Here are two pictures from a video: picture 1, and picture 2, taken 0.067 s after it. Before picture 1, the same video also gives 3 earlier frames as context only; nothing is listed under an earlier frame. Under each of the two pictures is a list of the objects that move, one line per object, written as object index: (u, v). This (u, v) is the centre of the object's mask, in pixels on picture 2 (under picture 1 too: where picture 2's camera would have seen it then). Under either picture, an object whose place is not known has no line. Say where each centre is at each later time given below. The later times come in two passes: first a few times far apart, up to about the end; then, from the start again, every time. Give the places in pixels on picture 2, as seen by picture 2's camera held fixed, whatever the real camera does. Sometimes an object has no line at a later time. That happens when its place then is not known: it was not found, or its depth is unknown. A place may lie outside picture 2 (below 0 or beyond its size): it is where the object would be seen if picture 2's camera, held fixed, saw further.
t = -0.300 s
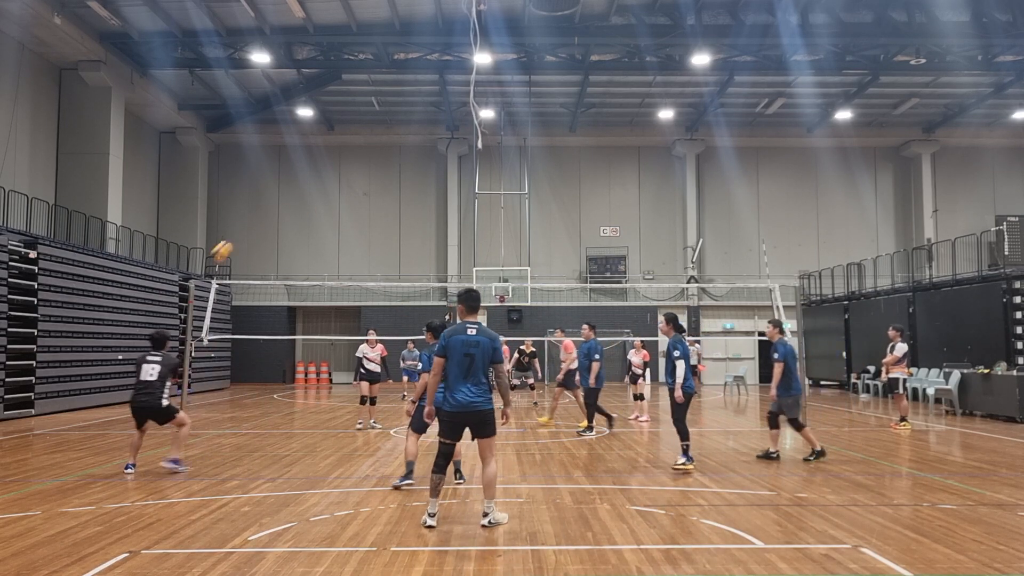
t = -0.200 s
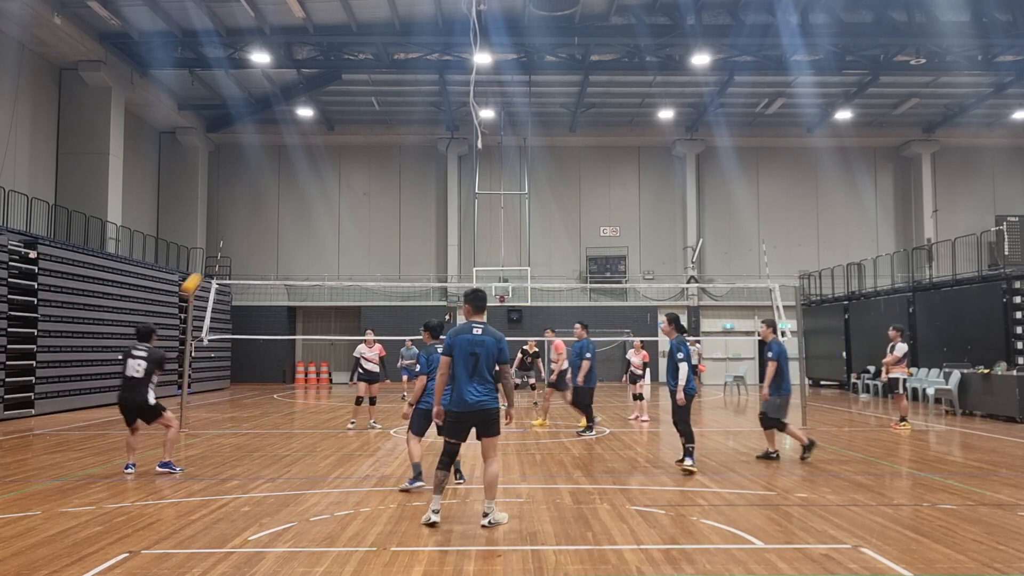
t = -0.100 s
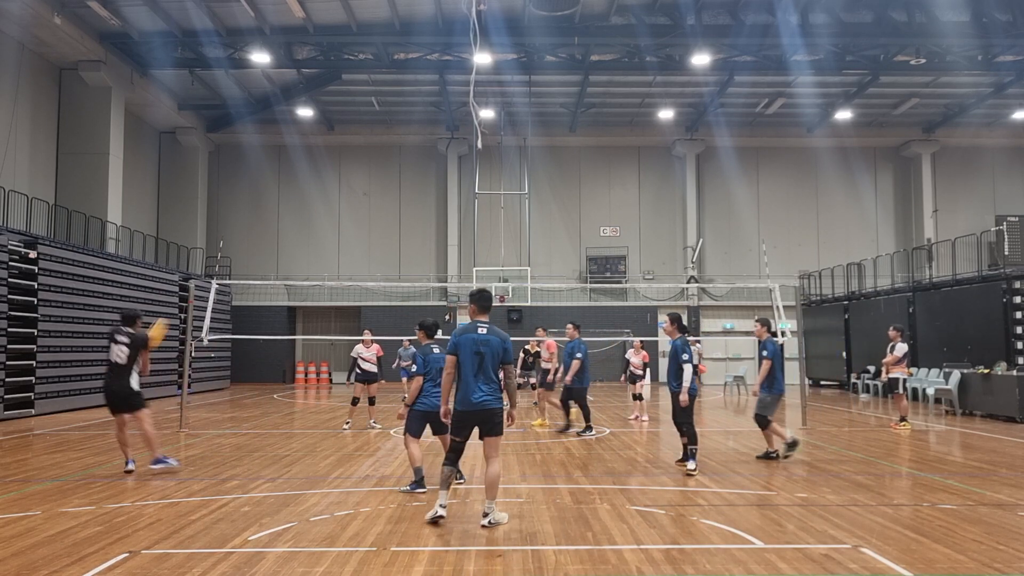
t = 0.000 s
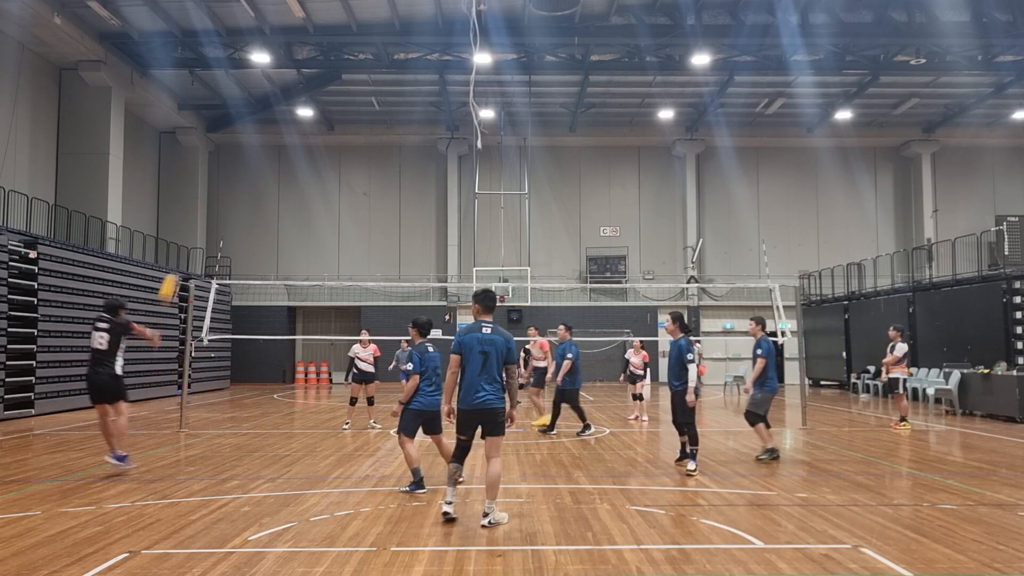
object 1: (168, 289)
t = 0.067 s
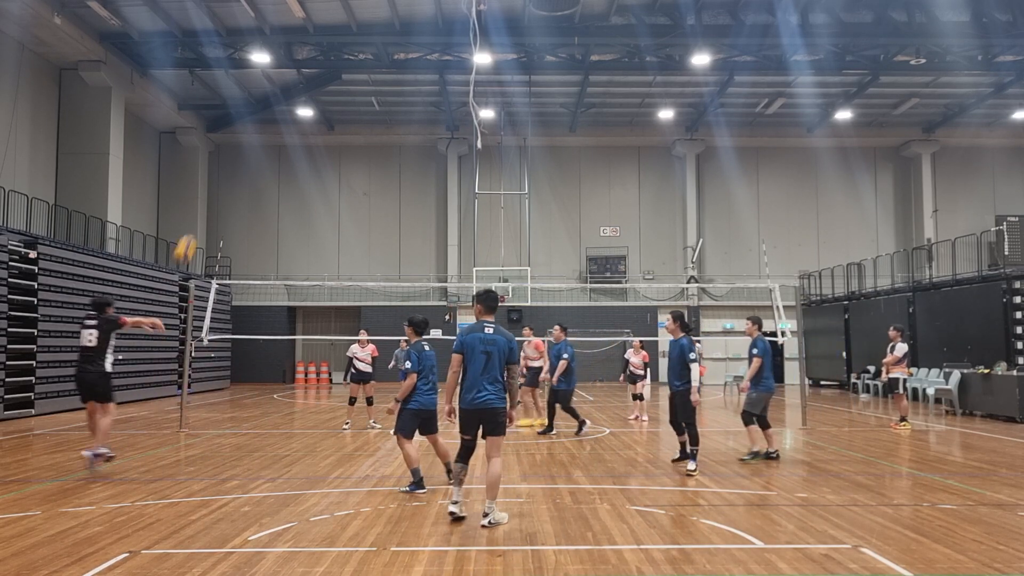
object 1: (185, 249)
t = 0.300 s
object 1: (237, 148)
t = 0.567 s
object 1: (287, 94)
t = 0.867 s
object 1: (334, 97)
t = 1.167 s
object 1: (376, 158)
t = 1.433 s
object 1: (408, 252)
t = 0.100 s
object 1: (193, 231)
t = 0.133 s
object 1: (201, 214)
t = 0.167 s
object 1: (208, 199)
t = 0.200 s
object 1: (216, 185)
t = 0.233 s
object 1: (223, 172)
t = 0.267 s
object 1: (231, 159)
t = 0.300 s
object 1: (237, 148)
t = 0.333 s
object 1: (244, 138)
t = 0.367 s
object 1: (250, 129)
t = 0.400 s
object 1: (257, 121)
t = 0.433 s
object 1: (263, 114)
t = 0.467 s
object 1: (269, 108)
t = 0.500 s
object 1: (275, 103)
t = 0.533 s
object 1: (281, 98)
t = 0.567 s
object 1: (287, 94)
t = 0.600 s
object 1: (292, 92)
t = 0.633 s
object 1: (298, 90)
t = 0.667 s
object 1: (303, 89)
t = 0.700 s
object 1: (309, 88)
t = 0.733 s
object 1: (314, 89)
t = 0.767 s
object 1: (319, 90)
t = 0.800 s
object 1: (324, 92)
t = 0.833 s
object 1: (329, 94)
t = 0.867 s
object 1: (334, 97)
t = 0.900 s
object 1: (339, 102)
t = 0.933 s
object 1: (344, 107)
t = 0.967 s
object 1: (349, 112)
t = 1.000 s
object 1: (353, 118)
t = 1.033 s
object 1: (358, 125)
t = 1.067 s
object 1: (363, 132)
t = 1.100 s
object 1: (367, 140)
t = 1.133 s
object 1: (372, 149)
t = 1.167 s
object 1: (376, 158)
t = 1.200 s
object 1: (380, 168)
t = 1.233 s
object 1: (384, 178)
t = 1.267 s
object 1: (388, 189)
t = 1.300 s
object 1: (393, 200)
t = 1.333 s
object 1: (396, 213)
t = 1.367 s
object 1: (400, 225)
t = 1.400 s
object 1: (404, 238)
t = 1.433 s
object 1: (408, 252)
